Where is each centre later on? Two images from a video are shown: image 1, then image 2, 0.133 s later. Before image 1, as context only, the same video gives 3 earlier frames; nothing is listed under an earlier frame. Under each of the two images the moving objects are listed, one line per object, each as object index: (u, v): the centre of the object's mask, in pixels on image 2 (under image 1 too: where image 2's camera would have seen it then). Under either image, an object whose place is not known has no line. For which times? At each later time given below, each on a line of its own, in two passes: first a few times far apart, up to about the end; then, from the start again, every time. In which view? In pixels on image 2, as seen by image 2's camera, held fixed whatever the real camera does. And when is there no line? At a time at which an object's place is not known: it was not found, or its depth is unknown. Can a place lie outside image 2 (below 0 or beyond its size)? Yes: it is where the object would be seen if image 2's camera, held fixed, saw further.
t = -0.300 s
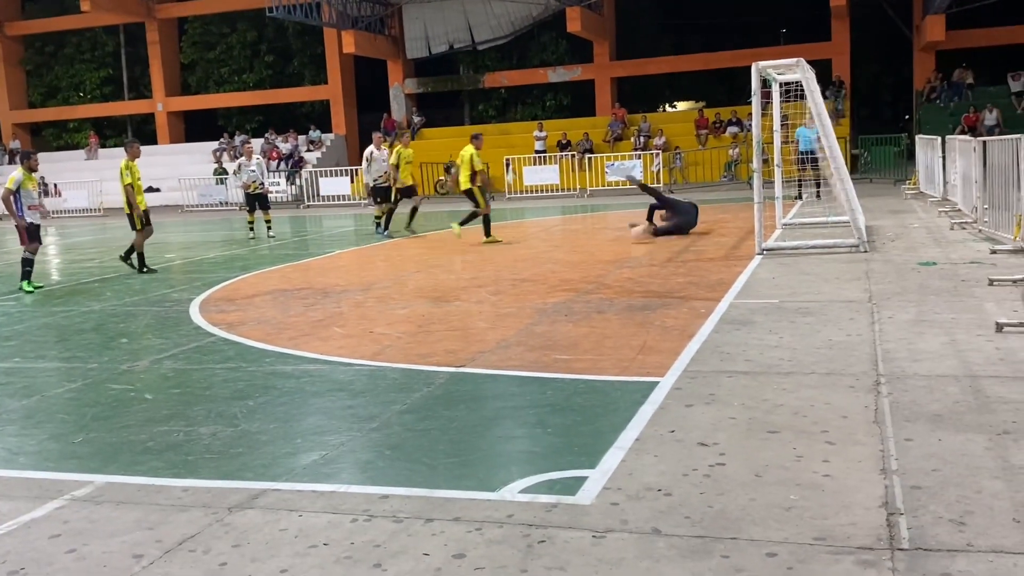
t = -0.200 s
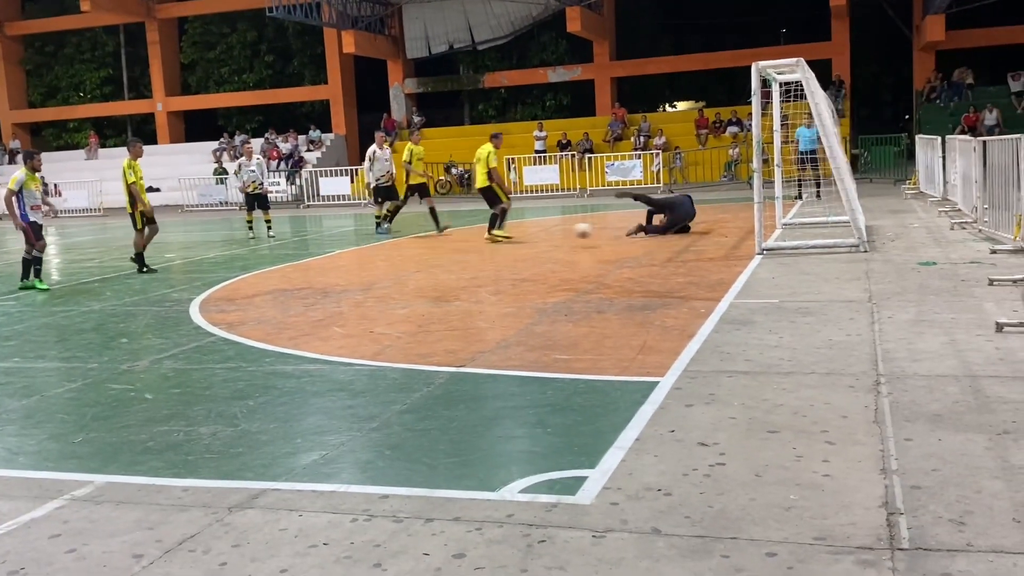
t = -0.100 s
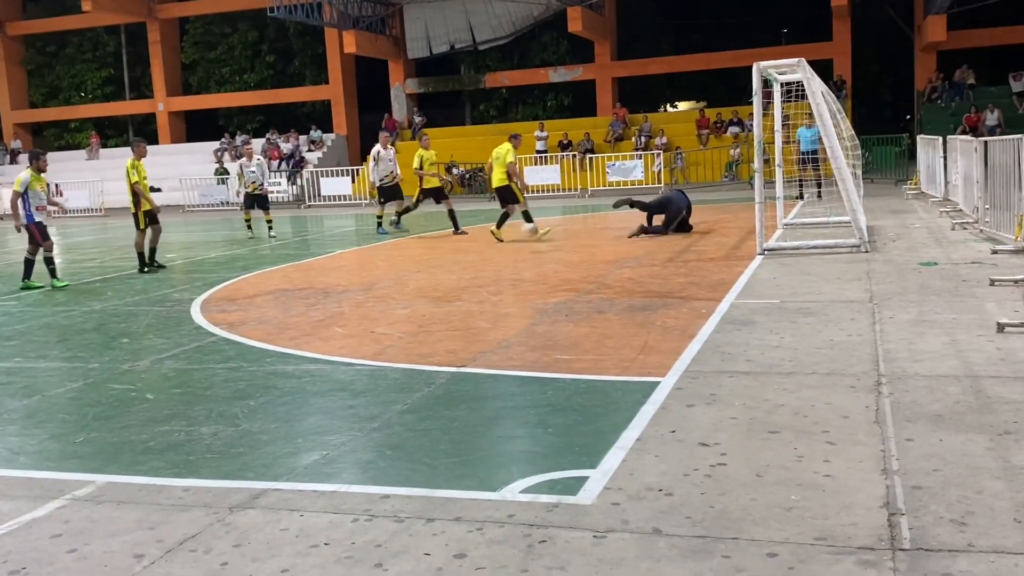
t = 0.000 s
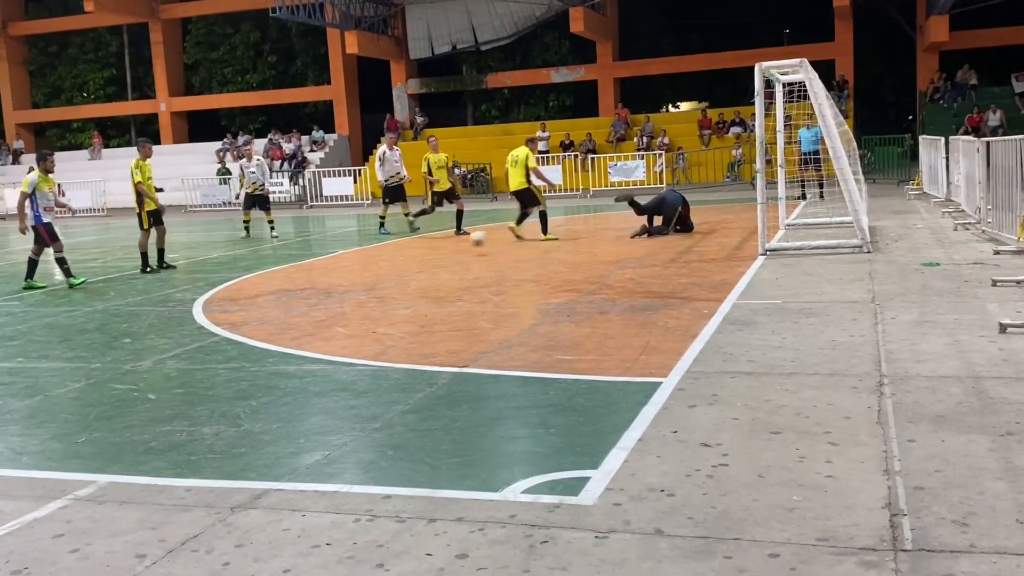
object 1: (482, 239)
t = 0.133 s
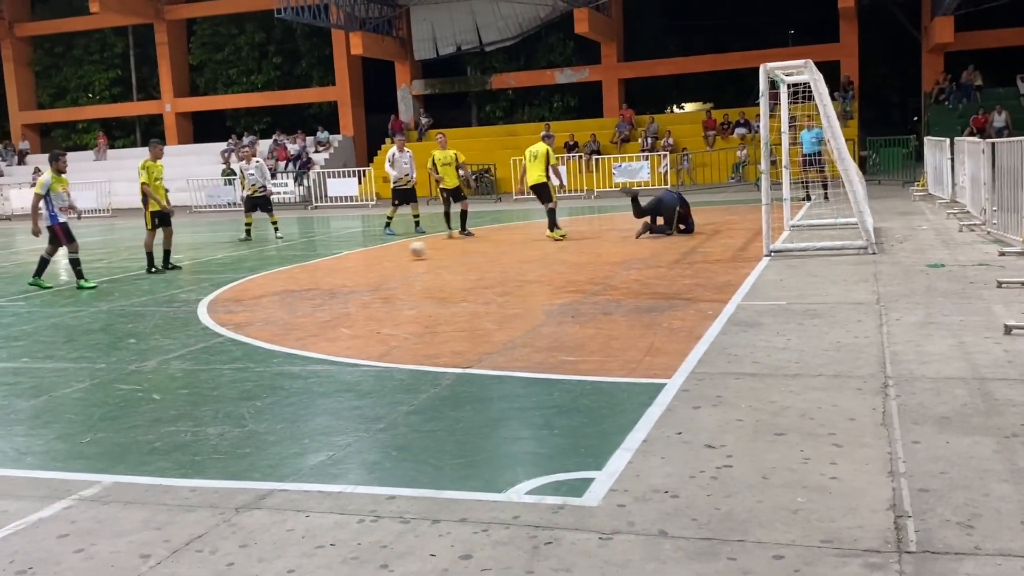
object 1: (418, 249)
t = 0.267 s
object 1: (361, 255)
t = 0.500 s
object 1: (263, 258)
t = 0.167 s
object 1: (403, 249)
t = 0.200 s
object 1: (389, 250)
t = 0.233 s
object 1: (375, 253)
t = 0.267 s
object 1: (361, 255)
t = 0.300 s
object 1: (348, 254)
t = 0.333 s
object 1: (333, 254)
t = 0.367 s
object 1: (320, 255)
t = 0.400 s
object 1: (305, 258)
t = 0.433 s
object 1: (291, 257)
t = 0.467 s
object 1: (277, 256)
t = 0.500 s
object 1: (263, 258)
